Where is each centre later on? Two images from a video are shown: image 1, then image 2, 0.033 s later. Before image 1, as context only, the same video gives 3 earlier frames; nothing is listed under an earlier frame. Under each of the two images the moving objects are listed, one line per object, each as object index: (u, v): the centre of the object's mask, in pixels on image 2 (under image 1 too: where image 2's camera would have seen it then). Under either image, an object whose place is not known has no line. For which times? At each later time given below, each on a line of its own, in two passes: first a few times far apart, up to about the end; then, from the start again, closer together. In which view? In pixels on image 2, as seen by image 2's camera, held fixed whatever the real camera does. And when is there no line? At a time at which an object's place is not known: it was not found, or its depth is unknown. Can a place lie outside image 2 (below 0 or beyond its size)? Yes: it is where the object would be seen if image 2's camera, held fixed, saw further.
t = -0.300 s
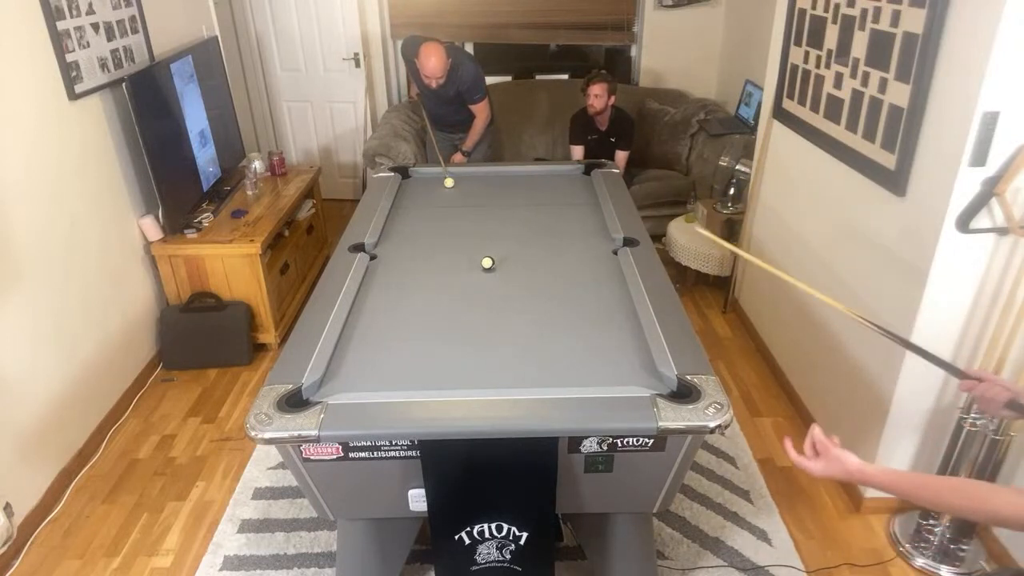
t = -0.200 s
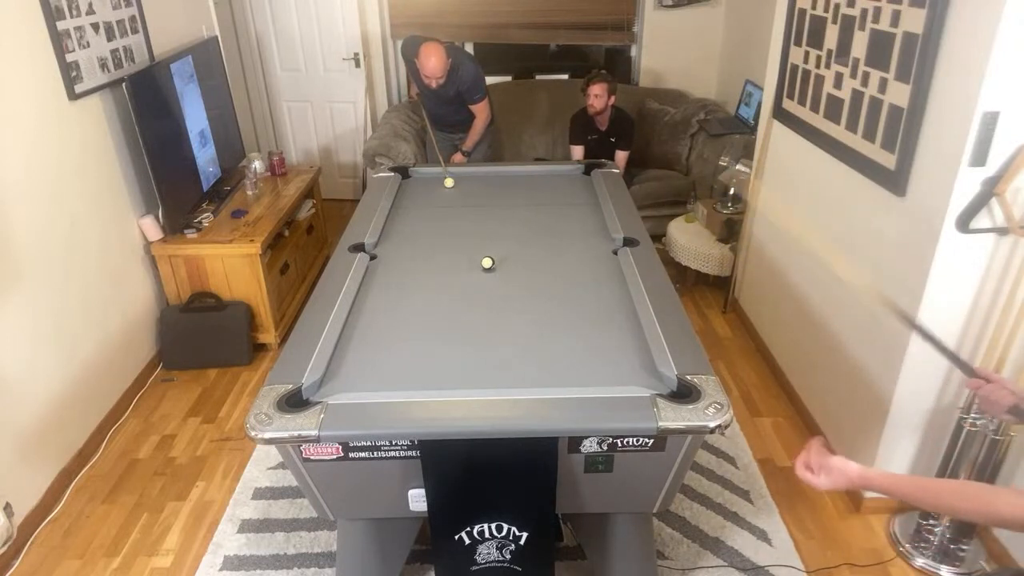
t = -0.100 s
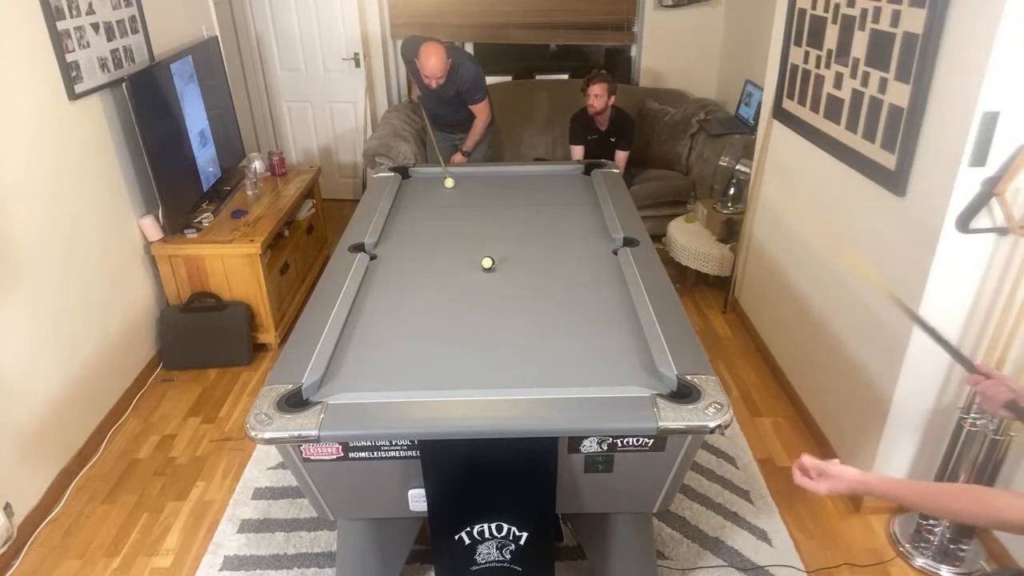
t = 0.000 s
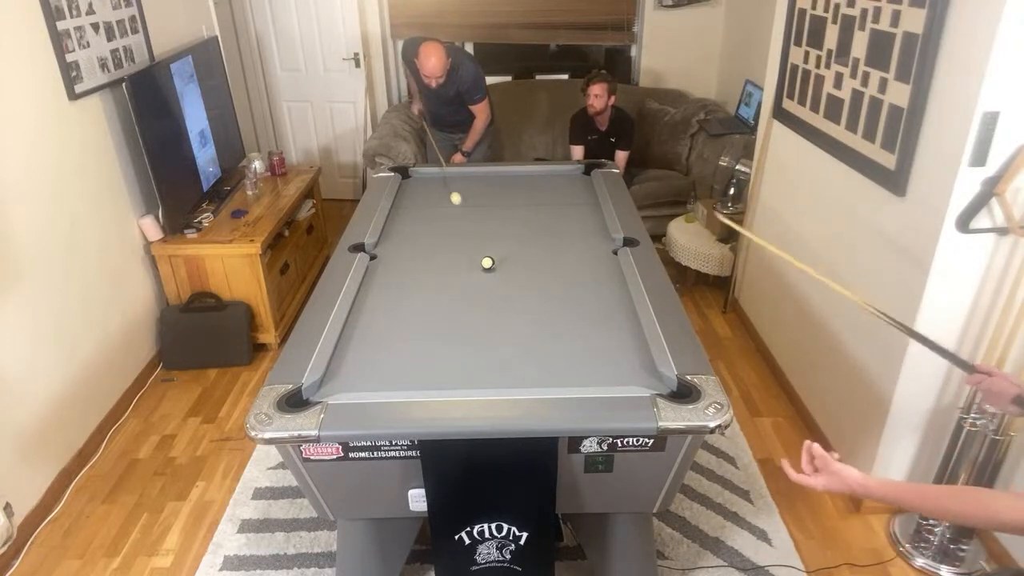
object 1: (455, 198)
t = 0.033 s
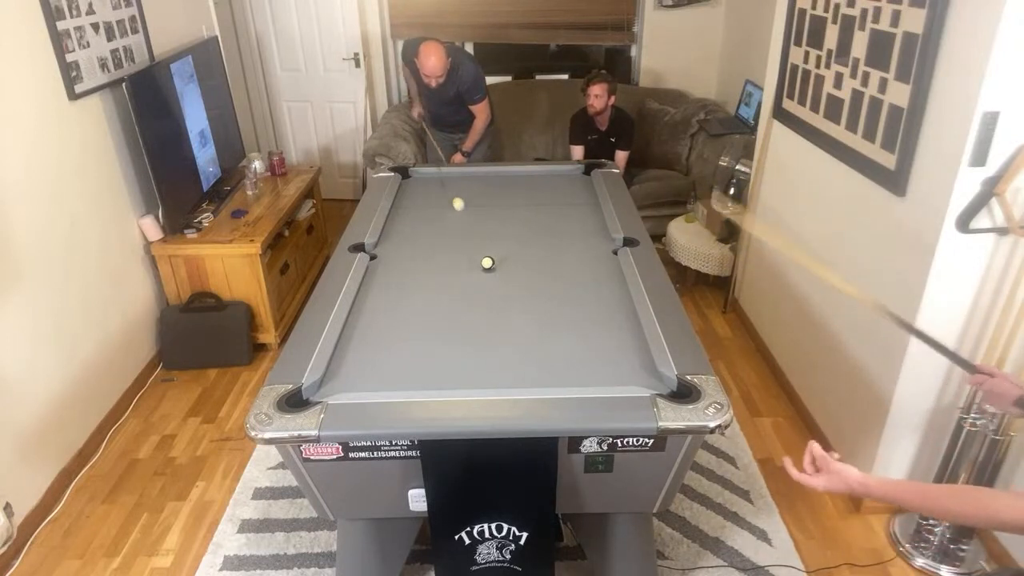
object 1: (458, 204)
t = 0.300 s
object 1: (479, 253)
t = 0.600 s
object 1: (447, 273)
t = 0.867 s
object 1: (420, 295)
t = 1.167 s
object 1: (386, 320)
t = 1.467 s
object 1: (349, 348)
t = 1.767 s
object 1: (344, 374)
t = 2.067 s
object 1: (349, 385)
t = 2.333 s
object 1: (356, 372)
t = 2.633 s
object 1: (362, 360)
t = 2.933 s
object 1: (367, 349)
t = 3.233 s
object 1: (371, 340)
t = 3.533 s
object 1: (373, 333)
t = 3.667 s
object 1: (374, 330)
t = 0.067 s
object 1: (460, 210)
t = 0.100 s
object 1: (463, 215)
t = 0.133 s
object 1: (466, 221)
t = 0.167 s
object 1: (468, 227)
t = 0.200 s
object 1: (471, 234)
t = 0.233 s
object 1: (473, 240)
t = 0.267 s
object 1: (476, 247)
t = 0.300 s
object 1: (479, 253)
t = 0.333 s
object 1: (478, 258)
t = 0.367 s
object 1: (474, 260)
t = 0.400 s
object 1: (469, 261)
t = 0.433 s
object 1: (465, 263)
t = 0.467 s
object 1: (461, 264)
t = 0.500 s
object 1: (457, 266)
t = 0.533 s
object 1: (454, 268)
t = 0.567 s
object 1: (450, 271)
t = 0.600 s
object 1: (447, 273)
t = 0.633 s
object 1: (444, 276)
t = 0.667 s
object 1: (441, 279)
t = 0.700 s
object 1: (437, 281)
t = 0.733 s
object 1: (434, 284)
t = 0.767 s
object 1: (430, 287)
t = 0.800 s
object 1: (427, 289)
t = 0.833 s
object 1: (423, 292)
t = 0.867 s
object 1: (420, 295)
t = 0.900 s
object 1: (416, 297)
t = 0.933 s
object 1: (412, 300)
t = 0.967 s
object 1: (409, 303)
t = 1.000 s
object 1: (405, 306)
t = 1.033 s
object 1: (401, 309)
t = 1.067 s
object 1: (398, 312)
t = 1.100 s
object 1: (394, 314)
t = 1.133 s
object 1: (390, 317)
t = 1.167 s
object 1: (386, 320)
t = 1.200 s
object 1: (382, 323)
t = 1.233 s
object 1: (378, 326)
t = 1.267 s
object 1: (374, 329)
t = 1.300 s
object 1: (370, 332)
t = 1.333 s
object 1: (366, 335)
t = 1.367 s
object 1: (361, 338)
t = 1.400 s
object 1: (357, 342)
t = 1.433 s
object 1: (353, 345)
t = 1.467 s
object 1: (349, 348)
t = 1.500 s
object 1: (344, 351)
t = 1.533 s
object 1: (341, 354)
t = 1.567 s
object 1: (341, 357)
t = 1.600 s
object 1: (341, 360)
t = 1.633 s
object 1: (342, 363)
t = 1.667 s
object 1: (342, 365)
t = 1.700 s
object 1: (343, 368)
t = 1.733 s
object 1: (343, 371)
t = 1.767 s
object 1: (344, 374)
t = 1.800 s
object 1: (344, 377)
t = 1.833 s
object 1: (345, 379)
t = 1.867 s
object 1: (345, 382)
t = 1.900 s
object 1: (345, 385)
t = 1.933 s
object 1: (346, 386)
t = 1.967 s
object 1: (346, 388)
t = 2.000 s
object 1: (347, 387)
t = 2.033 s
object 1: (348, 386)
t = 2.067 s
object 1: (349, 385)
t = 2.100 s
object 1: (350, 383)
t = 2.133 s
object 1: (351, 382)
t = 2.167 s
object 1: (352, 380)
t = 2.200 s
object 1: (353, 379)
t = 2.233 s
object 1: (354, 377)
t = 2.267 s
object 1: (355, 375)
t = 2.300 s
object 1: (355, 374)
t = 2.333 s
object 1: (356, 372)
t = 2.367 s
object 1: (357, 371)
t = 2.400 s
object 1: (357, 369)
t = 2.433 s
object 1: (358, 368)
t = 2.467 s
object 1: (359, 367)
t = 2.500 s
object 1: (360, 365)
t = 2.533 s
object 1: (360, 364)
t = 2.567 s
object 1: (361, 362)
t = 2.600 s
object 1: (362, 361)
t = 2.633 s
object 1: (362, 360)
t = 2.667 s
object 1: (363, 358)
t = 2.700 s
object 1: (364, 357)
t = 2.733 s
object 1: (364, 356)
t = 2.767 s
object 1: (365, 355)
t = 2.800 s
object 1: (365, 354)
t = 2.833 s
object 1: (365, 352)
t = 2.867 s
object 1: (366, 351)
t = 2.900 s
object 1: (367, 350)
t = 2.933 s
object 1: (367, 349)
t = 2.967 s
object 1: (367, 348)
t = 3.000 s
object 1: (368, 347)
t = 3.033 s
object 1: (368, 346)
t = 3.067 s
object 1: (369, 345)
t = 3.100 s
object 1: (369, 344)
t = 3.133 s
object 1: (369, 343)
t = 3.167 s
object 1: (370, 342)
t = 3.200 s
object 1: (370, 341)
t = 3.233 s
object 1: (371, 340)
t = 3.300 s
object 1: (371, 339)
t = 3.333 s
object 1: (372, 337)
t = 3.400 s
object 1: (372, 336)
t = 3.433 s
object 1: (373, 335)
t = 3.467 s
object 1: (373, 334)
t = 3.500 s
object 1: (373, 333)
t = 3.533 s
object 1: (373, 333)
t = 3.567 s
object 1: (373, 332)
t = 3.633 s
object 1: (374, 332)
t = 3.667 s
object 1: (374, 330)
